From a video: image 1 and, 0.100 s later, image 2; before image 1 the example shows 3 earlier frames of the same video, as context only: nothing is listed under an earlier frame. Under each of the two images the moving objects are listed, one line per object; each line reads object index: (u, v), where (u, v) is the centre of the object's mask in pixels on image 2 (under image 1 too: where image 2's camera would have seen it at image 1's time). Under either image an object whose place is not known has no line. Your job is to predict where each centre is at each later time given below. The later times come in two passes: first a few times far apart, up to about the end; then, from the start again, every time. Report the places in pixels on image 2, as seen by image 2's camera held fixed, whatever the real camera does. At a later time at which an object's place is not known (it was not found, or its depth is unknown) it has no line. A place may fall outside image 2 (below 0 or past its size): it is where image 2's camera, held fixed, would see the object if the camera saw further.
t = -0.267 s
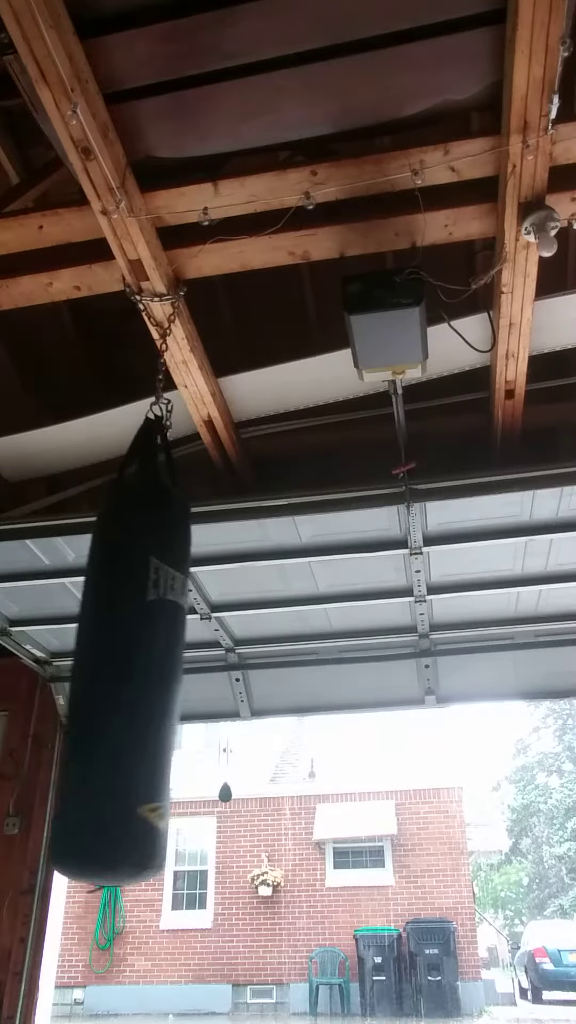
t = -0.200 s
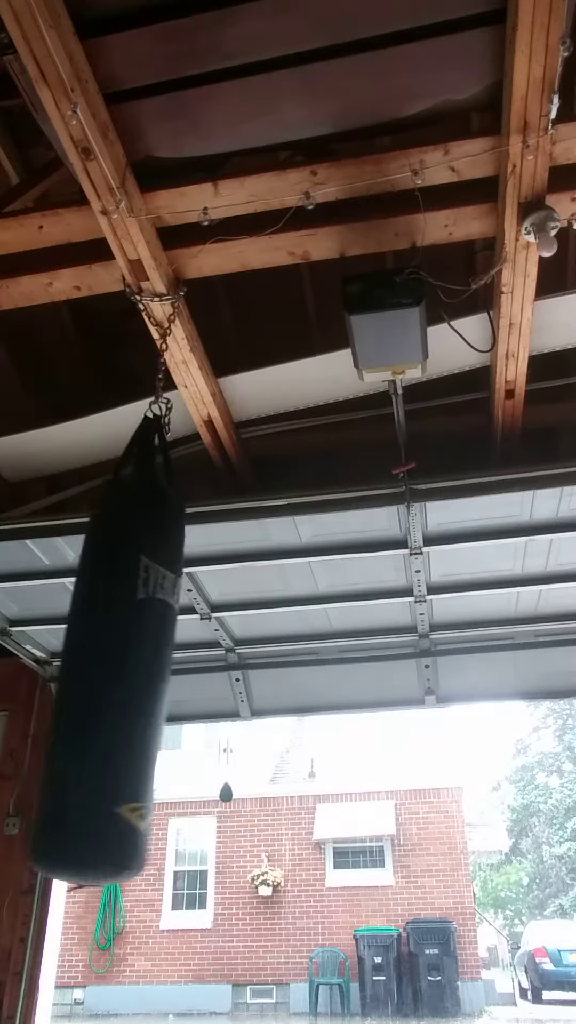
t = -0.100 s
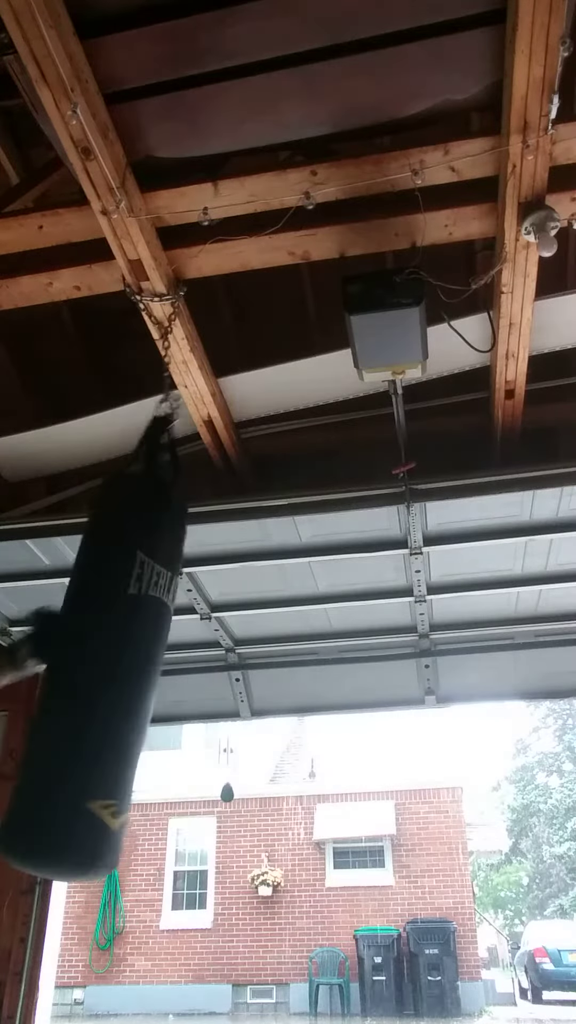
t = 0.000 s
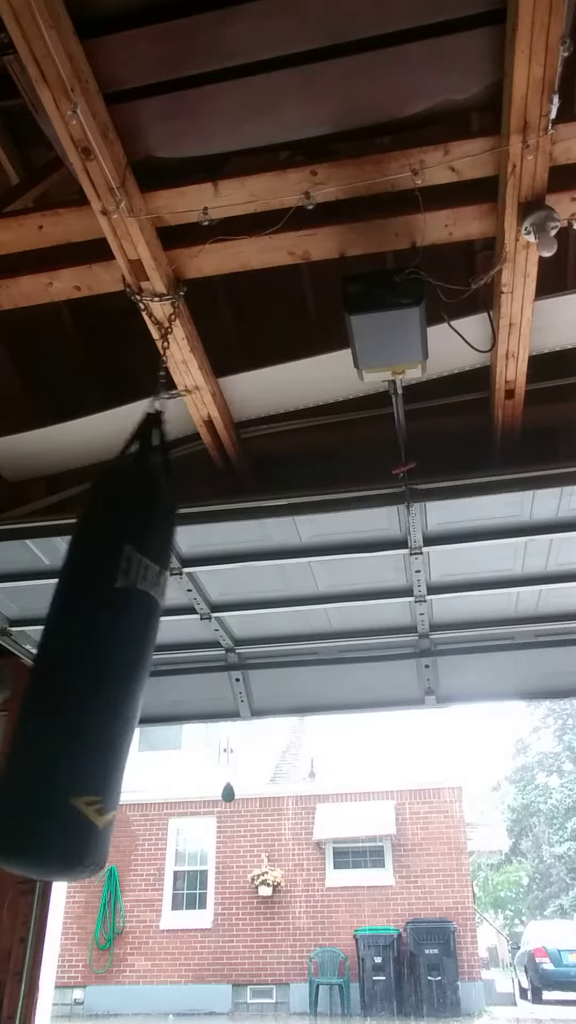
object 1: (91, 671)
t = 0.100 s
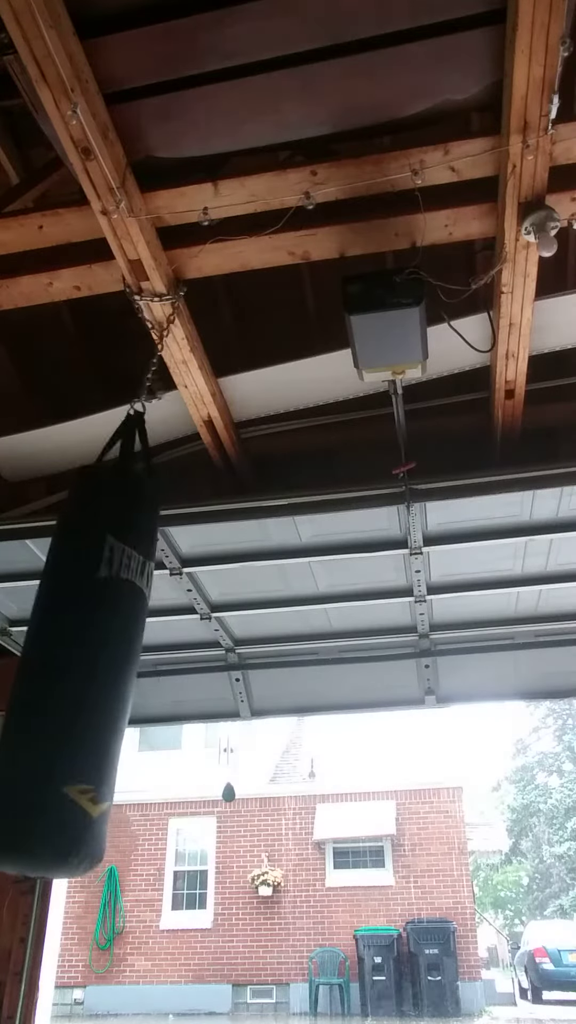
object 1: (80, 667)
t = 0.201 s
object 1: (81, 660)
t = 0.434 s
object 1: (86, 658)
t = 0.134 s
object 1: (79, 665)
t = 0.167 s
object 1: (79, 663)
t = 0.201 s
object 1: (81, 660)
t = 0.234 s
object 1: (82, 656)
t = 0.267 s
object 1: (83, 653)
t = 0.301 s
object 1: (85, 646)
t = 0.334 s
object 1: (85, 647)
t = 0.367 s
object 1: (84, 651)
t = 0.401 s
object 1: (84, 656)
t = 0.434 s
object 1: (86, 658)
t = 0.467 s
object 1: (90, 659)
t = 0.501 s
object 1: (94, 659)
